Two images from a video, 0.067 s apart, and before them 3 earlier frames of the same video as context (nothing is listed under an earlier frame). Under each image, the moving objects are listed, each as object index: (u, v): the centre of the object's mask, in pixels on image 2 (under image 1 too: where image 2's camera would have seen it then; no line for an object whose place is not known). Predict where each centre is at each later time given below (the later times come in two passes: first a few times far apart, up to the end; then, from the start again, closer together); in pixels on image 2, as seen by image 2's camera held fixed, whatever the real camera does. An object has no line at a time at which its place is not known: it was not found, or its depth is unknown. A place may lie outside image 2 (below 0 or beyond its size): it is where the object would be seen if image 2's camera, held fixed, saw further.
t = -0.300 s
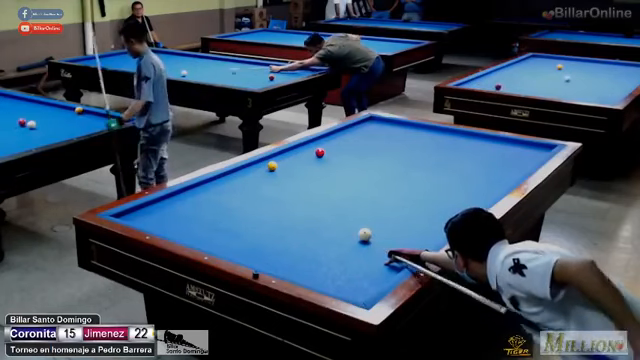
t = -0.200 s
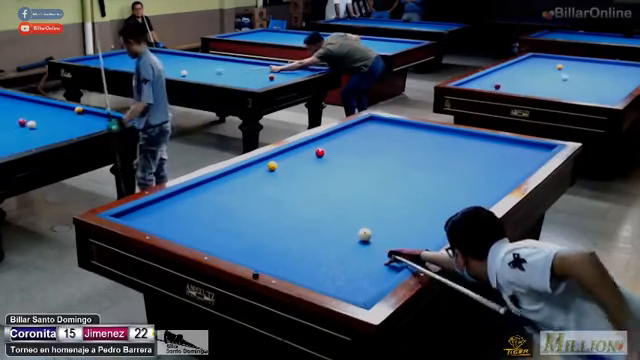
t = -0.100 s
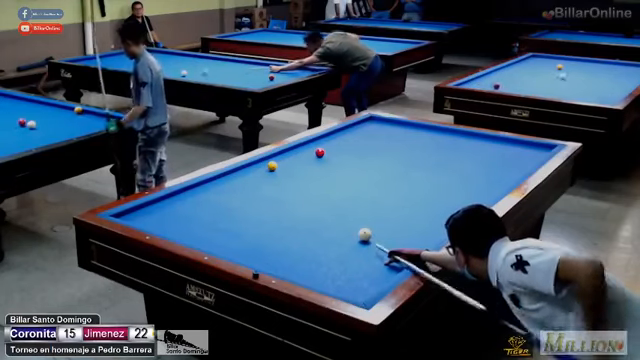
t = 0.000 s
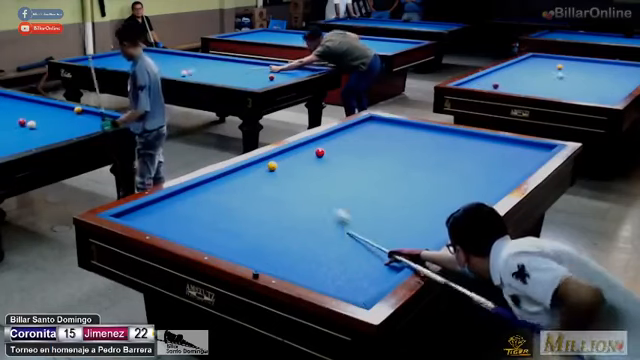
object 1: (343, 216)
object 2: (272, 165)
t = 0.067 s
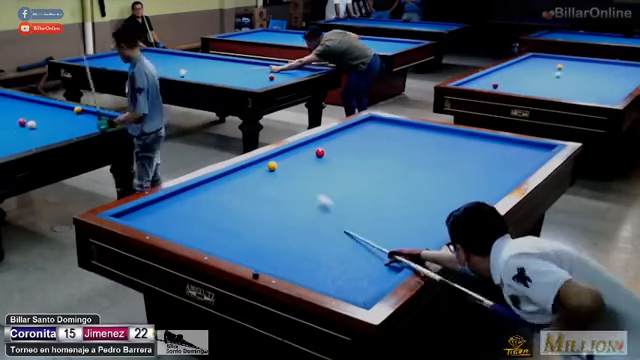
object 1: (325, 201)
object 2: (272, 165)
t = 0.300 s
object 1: (282, 167)
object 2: (270, 164)
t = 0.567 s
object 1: (300, 152)
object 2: (290, 169)
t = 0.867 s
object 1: (319, 139)
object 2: (335, 180)
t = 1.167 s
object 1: (348, 132)
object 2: (385, 190)
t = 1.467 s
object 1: (373, 125)
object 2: (438, 201)
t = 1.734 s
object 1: (388, 121)
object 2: (465, 207)
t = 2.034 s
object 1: (373, 123)
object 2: (433, 200)
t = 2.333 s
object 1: (359, 126)
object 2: (405, 193)
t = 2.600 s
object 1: (346, 128)
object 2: (382, 188)
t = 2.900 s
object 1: (337, 132)
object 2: (358, 182)
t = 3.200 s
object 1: (330, 136)
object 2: (336, 177)
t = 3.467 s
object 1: (324, 140)
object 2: (318, 173)
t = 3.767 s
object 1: (316, 144)
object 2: (298, 168)
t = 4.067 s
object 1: (309, 149)
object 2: (281, 164)
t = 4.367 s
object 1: (301, 154)
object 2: (265, 160)
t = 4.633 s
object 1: (294, 158)
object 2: (271, 161)
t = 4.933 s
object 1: (289, 162)
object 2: (278, 163)
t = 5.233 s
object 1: (295, 167)
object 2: (273, 165)
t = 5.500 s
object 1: (301, 169)
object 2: (270, 167)
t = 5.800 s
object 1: (307, 173)
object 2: (266, 169)
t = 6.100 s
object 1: (313, 177)
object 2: (263, 172)
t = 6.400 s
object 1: (319, 180)
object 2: (260, 174)
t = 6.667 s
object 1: (323, 183)
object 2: (258, 175)
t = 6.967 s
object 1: (329, 187)
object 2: (255, 177)
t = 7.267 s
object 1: (334, 189)
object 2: (254, 178)
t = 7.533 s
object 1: (338, 192)
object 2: (252, 179)
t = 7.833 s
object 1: (344, 194)
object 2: (251, 180)
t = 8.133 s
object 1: (348, 197)
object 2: (250, 181)
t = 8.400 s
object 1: (351, 198)
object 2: (250, 181)
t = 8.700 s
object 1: (356, 201)
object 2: (250, 181)
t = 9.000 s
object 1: (358, 202)
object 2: (250, 181)
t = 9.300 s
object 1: (361, 203)
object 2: (250, 181)
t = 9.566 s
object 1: (363, 204)
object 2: (250, 181)
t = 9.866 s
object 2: (250, 181)
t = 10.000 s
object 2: (250, 181)
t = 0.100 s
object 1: (317, 194)
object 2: (272, 165)
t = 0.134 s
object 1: (310, 189)
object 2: (272, 165)
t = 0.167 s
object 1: (303, 184)
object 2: (272, 165)
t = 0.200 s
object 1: (296, 179)
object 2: (272, 165)
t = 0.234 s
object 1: (291, 175)
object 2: (272, 165)
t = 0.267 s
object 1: (285, 171)
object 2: (272, 165)
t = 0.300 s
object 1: (282, 167)
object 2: (270, 164)
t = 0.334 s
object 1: (284, 164)
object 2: (261, 163)
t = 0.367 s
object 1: (288, 163)
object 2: (258, 162)
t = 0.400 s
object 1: (291, 160)
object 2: (263, 164)
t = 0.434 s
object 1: (293, 159)
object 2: (269, 165)
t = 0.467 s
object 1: (295, 157)
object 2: (275, 166)
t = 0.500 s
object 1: (297, 156)
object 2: (280, 167)
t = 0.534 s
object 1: (298, 153)
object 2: (285, 168)
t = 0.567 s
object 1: (300, 152)
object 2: (290, 169)
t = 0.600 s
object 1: (302, 150)
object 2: (295, 170)
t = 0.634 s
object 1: (303, 148)
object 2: (300, 171)
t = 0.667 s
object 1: (305, 147)
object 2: (305, 172)
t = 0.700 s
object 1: (307, 145)
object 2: (310, 173)
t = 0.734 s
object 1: (308, 144)
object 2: (314, 175)
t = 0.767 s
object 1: (310, 142)
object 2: (319, 176)
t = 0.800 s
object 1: (312, 141)
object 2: (325, 178)
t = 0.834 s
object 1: (316, 140)
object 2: (330, 179)
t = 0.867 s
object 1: (319, 139)
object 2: (335, 180)
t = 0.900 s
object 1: (322, 138)
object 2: (341, 181)
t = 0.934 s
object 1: (326, 137)
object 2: (346, 182)
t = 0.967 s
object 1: (329, 137)
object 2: (351, 184)
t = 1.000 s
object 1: (332, 136)
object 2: (357, 185)
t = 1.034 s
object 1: (335, 135)
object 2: (363, 186)
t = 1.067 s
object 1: (338, 134)
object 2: (368, 187)
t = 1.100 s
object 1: (341, 133)
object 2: (373, 188)
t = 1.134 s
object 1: (344, 132)
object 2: (379, 189)
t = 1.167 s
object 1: (348, 132)
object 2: (385, 190)
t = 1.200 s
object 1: (350, 131)
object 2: (390, 192)
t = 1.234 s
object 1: (354, 130)
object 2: (396, 193)
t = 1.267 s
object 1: (356, 129)
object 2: (402, 194)
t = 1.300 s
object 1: (359, 129)
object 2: (408, 196)
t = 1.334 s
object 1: (362, 128)
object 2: (413, 197)
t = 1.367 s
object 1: (365, 127)
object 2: (420, 198)
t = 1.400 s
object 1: (367, 127)
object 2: (426, 199)
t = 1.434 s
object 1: (370, 125)
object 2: (432, 200)
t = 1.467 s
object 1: (373, 125)
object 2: (438, 201)
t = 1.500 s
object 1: (375, 124)
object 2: (444, 203)
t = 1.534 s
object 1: (378, 123)
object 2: (450, 204)
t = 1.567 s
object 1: (381, 123)
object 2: (456, 205)
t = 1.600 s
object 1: (383, 122)
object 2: (463, 207)
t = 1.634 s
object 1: (386, 121)
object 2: (468, 208)
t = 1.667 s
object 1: (388, 121)
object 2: (469, 208)
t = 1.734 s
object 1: (388, 121)
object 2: (465, 207)
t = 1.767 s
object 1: (387, 121)
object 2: (461, 206)
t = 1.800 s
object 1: (385, 121)
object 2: (456, 205)
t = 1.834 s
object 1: (383, 122)
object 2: (453, 204)
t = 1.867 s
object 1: (381, 122)
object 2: (450, 204)
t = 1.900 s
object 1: (379, 122)
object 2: (446, 203)
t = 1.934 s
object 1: (377, 123)
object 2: (443, 202)
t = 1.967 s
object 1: (376, 123)
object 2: (440, 201)
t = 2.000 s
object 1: (374, 123)
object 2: (436, 200)
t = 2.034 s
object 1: (373, 123)
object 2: (433, 200)
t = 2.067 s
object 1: (371, 124)
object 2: (430, 199)
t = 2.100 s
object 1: (370, 124)
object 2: (426, 198)
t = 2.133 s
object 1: (369, 124)
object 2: (423, 198)
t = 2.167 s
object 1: (367, 125)
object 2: (420, 197)
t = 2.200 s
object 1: (366, 125)
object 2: (417, 197)
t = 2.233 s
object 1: (364, 125)
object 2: (414, 196)
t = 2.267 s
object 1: (362, 125)
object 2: (411, 195)
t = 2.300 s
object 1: (360, 126)
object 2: (408, 194)
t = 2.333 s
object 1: (359, 126)
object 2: (405, 193)
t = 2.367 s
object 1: (357, 126)
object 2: (402, 193)
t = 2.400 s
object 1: (356, 127)
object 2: (399, 192)
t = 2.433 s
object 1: (354, 127)
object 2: (396, 191)
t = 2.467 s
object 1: (353, 127)
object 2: (394, 190)
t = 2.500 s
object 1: (351, 128)
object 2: (391, 190)
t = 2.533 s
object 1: (349, 128)
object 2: (388, 189)
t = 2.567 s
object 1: (348, 128)
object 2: (385, 188)
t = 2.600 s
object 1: (346, 128)
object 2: (382, 188)
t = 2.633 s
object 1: (345, 128)
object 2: (379, 187)
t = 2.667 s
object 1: (343, 129)
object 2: (376, 186)
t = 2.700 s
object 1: (342, 129)
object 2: (374, 186)
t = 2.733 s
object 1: (341, 130)
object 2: (371, 185)
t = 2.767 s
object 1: (340, 130)
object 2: (369, 185)
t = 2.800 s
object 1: (339, 131)
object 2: (366, 184)
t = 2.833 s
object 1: (339, 131)
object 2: (363, 183)
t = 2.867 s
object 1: (338, 132)
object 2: (361, 183)
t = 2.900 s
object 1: (337, 132)
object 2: (358, 182)
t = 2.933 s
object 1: (336, 133)
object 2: (356, 181)
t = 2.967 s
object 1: (336, 133)
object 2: (353, 181)
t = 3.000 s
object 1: (335, 133)
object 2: (351, 180)
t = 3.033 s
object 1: (334, 134)
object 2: (348, 180)
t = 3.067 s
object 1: (333, 135)
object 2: (346, 179)
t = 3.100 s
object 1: (332, 135)
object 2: (343, 179)
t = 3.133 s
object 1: (331, 136)
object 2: (341, 178)
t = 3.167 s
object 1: (331, 136)
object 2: (339, 177)
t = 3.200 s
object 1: (330, 136)
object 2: (336, 177)
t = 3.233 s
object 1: (329, 137)
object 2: (334, 176)
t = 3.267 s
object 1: (328, 137)
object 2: (332, 176)
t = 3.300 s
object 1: (327, 138)
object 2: (329, 175)
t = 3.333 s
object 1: (327, 138)
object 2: (326, 174)
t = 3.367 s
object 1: (326, 138)
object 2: (325, 174)
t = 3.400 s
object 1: (325, 139)
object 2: (323, 173)
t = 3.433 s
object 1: (324, 140)
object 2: (320, 173)
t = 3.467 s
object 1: (324, 140)
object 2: (318, 173)
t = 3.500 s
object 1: (323, 141)
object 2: (316, 172)
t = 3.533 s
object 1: (322, 141)
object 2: (313, 171)
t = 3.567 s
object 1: (321, 141)
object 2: (311, 171)
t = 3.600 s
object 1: (321, 142)
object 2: (309, 170)
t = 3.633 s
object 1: (320, 142)
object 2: (307, 170)
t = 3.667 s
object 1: (319, 142)
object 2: (305, 169)
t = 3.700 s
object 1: (317, 143)
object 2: (303, 169)
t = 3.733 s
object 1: (316, 144)
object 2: (300, 168)
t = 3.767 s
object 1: (316, 144)
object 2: (298, 168)
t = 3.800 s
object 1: (315, 145)
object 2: (296, 167)
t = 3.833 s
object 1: (314, 146)
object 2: (294, 166)
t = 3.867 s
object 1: (313, 146)
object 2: (293, 166)
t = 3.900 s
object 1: (313, 146)
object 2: (291, 166)
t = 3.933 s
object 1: (312, 147)
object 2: (289, 165)
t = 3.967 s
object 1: (312, 147)
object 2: (287, 165)
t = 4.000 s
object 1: (311, 148)
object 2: (285, 164)
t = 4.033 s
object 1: (310, 149)
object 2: (283, 164)
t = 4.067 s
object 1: (309, 149)
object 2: (281, 164)
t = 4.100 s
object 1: (308, 150)
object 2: (279, 163)
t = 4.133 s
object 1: (307, 150)
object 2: (277, 163)
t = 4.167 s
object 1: (306, 151)
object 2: (276, 162)
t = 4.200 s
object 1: (305, 151)
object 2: (274, 162)
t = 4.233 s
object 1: (304, 152)
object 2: (272, 161)
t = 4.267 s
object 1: (303, 152)
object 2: (270, 161)
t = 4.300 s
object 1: (303, 153)
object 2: (268, 160)
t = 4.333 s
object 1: (302, 153)
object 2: (266, 160)
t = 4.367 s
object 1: (301, 154)
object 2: (265, 160)
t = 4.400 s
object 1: (301, 154)
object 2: (264, 160)
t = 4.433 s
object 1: (299, 155)
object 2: (265, 160)
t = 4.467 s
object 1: (298, 156)
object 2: (266, 160)
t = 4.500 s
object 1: (297, 156)
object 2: (267, 160)
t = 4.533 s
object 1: (297, 157)
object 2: (268, 160)
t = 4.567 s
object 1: (296, 157)
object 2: (269, 160)
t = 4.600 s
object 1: (295, 157)
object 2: (270, 161)
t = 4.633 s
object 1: (294, 158)
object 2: (271, 161)
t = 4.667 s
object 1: (293, 159)
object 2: (272, 161)
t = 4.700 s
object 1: (293, 159)
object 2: (273, 161)
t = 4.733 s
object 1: (292, 159)
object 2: (274, 162)
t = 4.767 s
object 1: (291, 160)
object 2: (275, 162)
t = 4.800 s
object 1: (290, 161)
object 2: (276, 162)
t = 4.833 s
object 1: (289, 161)
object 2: (277, 162)
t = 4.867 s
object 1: (289, 161)
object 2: (278, 162)
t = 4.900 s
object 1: (289, 162)
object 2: (278, 162)
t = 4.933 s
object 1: (289, 162)
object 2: (278, 163)
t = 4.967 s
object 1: (290, 163)
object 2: (277, 163)
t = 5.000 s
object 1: (291, 163)
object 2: (276, 163)
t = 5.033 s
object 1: (291, 164)
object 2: (276, 164)
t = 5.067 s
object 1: (292, 164)
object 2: (276, 164)
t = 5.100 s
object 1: (293, 165)
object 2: (275, 164)
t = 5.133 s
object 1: (293, 165)
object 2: (275, 165)
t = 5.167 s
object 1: (294, 166)
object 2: (274, 165)
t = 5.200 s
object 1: (295, 166)
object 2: (274, 165)
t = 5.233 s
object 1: (295, 167)
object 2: (273, 165)
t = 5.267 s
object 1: (296, 167)
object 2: (273, 166)
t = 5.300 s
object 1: (297, 167)
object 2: (273, 166)
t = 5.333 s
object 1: (297, 168)
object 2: (272, 166)
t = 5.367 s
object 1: (298, 168)
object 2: (272, 166)
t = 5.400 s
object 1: (299, 169)
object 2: (271, 167)
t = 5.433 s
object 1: (300, 169)
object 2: (271, 167)
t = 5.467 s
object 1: (300, 169)
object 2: (270, 167)
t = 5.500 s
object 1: (301, 169)
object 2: (270, 167)
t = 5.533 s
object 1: (302, 170)
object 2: (270, 167)
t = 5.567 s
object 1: (302, 171)
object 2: (269, 168)
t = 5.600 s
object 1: (303, 171)
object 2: (269, 168)
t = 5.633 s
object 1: (304, 171)
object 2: (268, 168)
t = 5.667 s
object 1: (304, 172)
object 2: (268, 169)
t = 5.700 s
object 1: (305, 172)
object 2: (267, 169)
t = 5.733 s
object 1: (306, 172)
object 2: (267, 169)
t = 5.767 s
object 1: (306, 173)
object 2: (267, 169)
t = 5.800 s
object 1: (307, 173)
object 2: (266, 169)
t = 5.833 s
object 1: (307, 174)
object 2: (266, 170)
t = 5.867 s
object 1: (308, 174)
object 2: (265, 170)
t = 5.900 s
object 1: (309, 175)
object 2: (265, 170)
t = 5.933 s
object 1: (310, 175)
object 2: (265, 170)
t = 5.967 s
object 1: (310, 175)
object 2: (265, 171)
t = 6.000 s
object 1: (311, 175)
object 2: (264, 171)
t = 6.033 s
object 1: (312, 176)
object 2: (264, 171)
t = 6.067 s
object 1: (312, 176)
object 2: (263, 171)
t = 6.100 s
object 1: (313, 177)
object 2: (263, 172)
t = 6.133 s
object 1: (314, 177)
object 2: (263, 172)
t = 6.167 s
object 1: (314, 178)
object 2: (262, 172)
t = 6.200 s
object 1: (315, 178)
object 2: (262, 172)
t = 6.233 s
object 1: (315, 178)
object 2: (261, 173)
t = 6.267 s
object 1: (316, 179)
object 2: (261, 173)
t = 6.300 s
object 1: (316, 179)
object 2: (261, 173)
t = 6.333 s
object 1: (318, 179)
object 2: (261, 173)
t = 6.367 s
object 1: (318, 180)
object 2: (261, 173)
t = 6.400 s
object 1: (319, 180)
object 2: (260, 174)
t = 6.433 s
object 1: (319, 180)
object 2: (260, 174)
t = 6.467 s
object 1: (320, 181)
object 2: (259, 174)
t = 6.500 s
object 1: (320, 181)
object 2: (259, 174)
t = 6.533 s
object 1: (321, 182)
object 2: (259, 174)
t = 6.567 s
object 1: (322, 182)
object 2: (259, 175)
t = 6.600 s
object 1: (322, 182)
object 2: (259, 175)
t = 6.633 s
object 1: (323, 183)
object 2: (258, 175)
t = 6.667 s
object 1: (323, 183)
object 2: (258, 175)
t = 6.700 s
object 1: (324, 184)
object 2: (258, 176)
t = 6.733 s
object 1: (325, 184)
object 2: (257, 176)
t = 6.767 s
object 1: (325, 184)
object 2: (257, 176)
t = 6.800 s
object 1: (326, 185)
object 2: (256, 176)
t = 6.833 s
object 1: (327, 185)
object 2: (256, 176)
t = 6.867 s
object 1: (327, 185)
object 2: (256, 176)
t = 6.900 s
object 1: (328, 186)
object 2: (256, 176)
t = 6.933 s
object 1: (328, 186)
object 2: (256, 176)
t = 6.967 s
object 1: (329, 187)
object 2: (255, 177)
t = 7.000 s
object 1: (329, 187)
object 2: (255, 177)
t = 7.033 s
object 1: (330, 187)
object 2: (255, 177)
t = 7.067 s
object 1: (331, 188)
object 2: (255, 177)
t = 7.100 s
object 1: (331, 188)
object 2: (255, 177)
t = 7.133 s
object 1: (332, 188)
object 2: (255, 177)
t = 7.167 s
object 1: (333, 189)
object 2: (254, 178)
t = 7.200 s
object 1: (333, 189)
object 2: (254, 178)
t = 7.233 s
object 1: (334, 189)
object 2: (254, 178)
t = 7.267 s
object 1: (334, 189)
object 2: (254, 178)
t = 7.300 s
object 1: (335, 190)
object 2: (253, 178)
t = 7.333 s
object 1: (335, 190)
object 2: (253, 178)
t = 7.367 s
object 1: (336, 190)
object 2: (253, 178)
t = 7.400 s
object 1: (336, 191)
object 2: (253, 178)
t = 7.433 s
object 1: (337, 191)
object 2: (253, 179)
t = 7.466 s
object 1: (337, 191)
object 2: (253, 179)
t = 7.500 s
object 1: (338, 192)
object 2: (253, 179)
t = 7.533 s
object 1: (338, 192)
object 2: (252, 179)
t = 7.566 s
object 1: (339, 192)
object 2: (252, 179)
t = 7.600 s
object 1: (340, 192)
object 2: (252, 179)
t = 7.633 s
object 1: (340, 192)
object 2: (252, 179)
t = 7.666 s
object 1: (340, 192)
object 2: (252, 180)
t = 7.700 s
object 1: (341, 193)
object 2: (252, 180)
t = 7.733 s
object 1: (342, 194)
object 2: (252, 180)
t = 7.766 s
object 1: (343, 194)
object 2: (251, 180)
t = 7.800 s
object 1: (343, 194)
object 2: (251, 180)
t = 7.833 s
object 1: (344, 194)
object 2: (251, 180)
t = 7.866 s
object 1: (344, 194)
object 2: (251, 180)
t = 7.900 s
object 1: (345, 195)
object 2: (251, 180)
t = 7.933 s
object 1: (345, 195)
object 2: (251, 180)
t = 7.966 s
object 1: (345, 195)
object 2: (251, 181)
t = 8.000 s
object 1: (346, 196)
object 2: (251, 181)
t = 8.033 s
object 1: (346, 196)
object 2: (251, 181)
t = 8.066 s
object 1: (347, 196)
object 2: (251, 181)
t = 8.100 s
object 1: (348, 197)
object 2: (250, 181)
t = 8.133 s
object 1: (348, 197)
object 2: (250, 181)
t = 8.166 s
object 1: (349, 197)
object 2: (250, 181)
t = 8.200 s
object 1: (349, 197)
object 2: (250, 181)
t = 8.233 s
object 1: (350, 197)
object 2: (250, 181)
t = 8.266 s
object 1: (350, 197)
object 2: (250, 181)
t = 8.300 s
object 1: (351, 197)
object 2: (250, 181)
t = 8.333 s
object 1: (351, 198)
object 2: (250, 181)
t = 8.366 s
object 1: (351, 198)
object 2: (250, 181)
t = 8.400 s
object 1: (351, 198)
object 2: (250, 181)
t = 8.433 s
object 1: (352, 198)
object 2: (250, 181)
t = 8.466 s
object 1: (352, 199)
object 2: (250, 181)
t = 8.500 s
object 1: (353, 199)
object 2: (250, 181)
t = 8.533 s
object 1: (353, 199)
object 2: (250, 181)
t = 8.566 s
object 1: (354, 200)
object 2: (250, 181)
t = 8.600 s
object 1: (354, 200)
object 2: (250, 181)
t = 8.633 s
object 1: (355, 200)
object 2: (250, 181)
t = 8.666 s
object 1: (355, 200)
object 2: (250, 181)
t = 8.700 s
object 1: (356, 201)
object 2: (250, 181)
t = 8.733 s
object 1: (356, 201)
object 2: (250, 181)
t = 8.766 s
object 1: (356, 201)
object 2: (250, 181)
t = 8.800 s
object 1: (357, 201)
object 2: (250, 181)
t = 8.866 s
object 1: (357, 201)
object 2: (250, 181)
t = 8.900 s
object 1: (358, 202)
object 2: (250, 181)
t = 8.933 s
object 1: (358, 202)
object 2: (250, 181)
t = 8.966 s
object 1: (358, 202)
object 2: (250, 181)
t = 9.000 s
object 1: (358, 202)
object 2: (250, 181)
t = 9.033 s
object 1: (359, 202)
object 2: (250, 181)
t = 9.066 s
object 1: (359, 202)
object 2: (250, 181)
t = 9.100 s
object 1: (359, 202)
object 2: (250, 181)
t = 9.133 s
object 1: (360, 202)
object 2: (250, 181)
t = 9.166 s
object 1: (360, 202)
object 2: (250, 181)
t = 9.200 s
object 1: (360, 202)
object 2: (250, 181)
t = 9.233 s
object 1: (361, 203)
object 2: (250, 181)
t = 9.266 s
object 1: (361, 203)
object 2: (250, 181)
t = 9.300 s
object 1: (361, 203)
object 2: (250, 181)
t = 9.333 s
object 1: (361, 203)
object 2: (250, 181)
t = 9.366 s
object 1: (361, 203)
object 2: (250, 181)
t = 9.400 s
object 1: (362, 203)
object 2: (250, 181)
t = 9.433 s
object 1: (363, 204)
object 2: (250, 181)
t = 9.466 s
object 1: (363, 204)
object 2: (250, 181)
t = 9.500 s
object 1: (363, 204)
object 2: (250, 181)
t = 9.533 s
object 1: (363, 204)
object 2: (250, 181)
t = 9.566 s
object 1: (363, 204)
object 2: (250, 181)
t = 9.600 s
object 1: (363, 204)
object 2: (250, 181)
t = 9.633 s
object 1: (364, 204)
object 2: (250, 181)
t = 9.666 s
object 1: (365, 204)
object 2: (250, 181)
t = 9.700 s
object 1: (364, 205)
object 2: (250, 181)
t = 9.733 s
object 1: (364, 203)
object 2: (250, 181)
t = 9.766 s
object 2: (250, 181)
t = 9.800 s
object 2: (250, 181)
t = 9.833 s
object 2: (250, 181)
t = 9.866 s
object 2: (250, 181)
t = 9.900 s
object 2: (250, 181)
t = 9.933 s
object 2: (250, 181)
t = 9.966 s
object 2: (250, 181)
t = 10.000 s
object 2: (250, 181)
